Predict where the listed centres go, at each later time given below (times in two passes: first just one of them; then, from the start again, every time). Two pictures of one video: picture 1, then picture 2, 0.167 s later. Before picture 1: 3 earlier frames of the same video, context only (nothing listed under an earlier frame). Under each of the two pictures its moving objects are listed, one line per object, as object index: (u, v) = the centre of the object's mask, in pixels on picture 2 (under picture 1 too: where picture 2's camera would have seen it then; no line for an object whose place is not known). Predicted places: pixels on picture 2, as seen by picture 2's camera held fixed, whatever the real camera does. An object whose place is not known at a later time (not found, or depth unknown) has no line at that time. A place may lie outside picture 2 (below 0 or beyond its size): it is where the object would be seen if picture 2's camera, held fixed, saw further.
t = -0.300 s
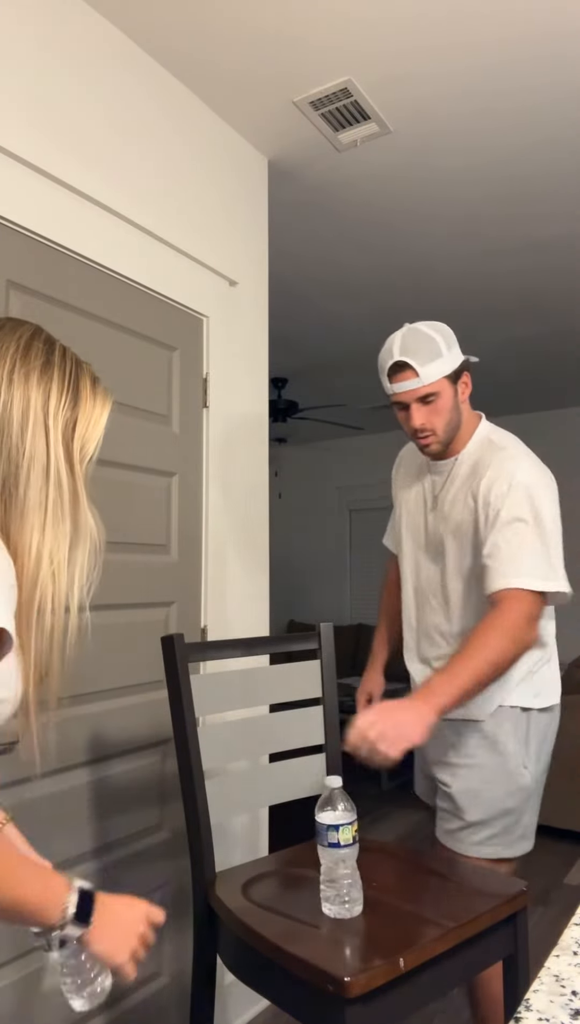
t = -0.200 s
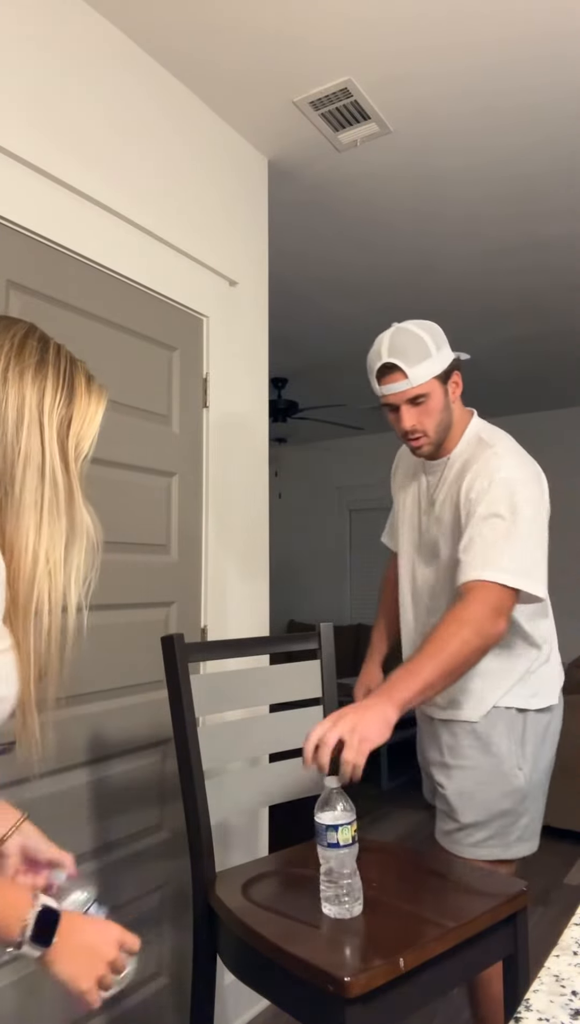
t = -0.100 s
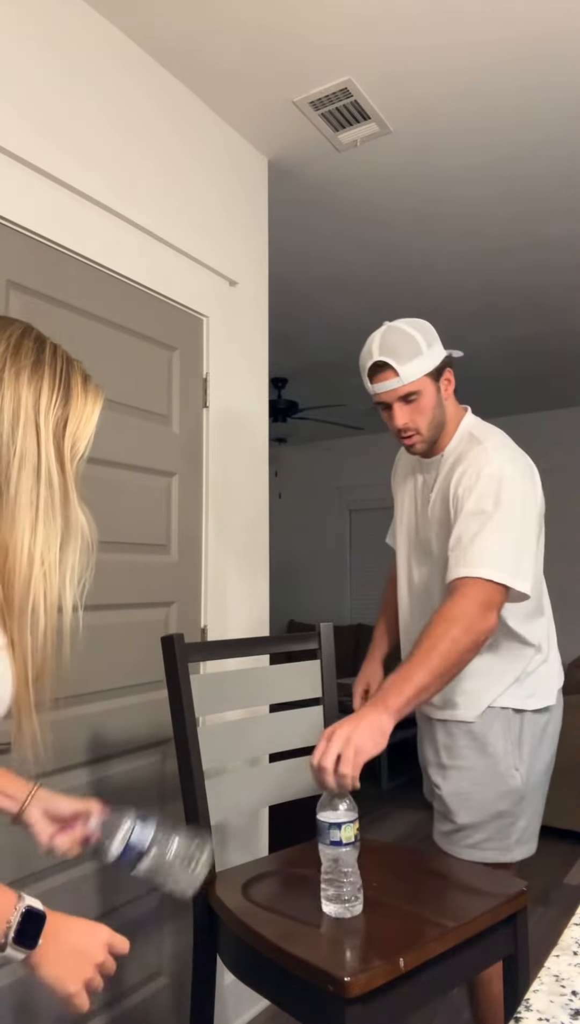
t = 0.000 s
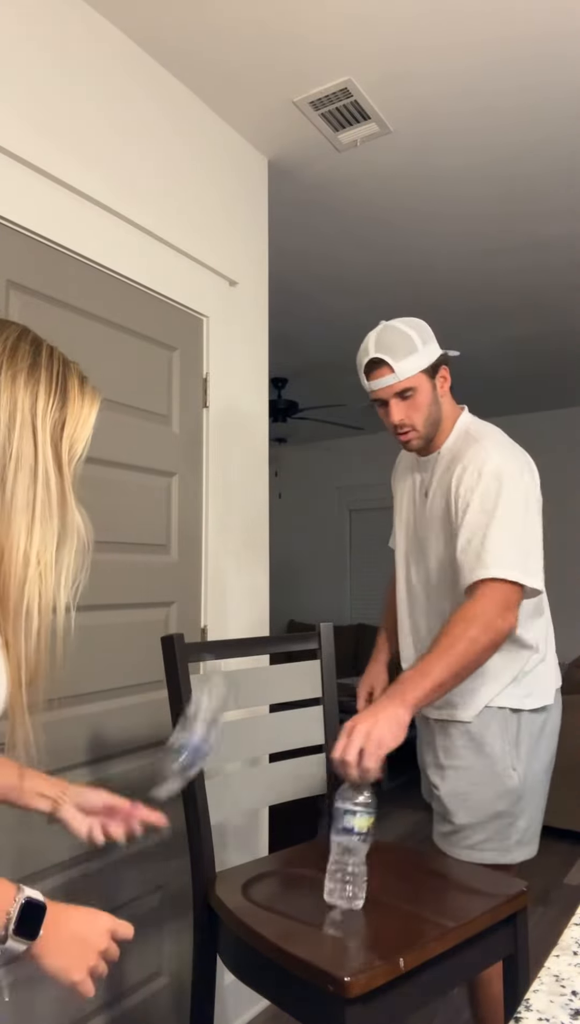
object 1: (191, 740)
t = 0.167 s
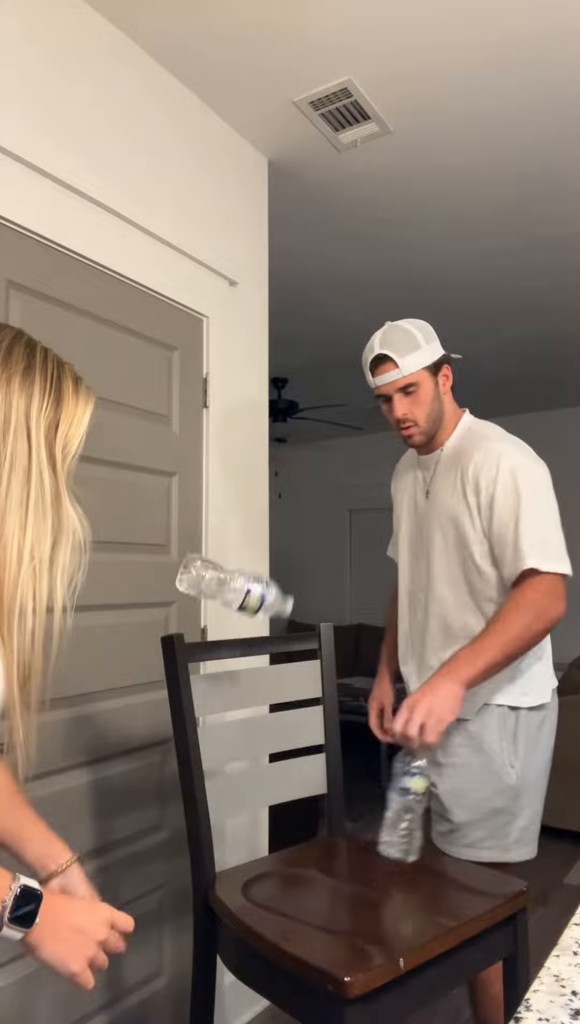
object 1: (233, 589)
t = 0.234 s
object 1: (233, 584)
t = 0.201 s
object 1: (233, 583)
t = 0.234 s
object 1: (233, 584)
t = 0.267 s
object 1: (232, 594)
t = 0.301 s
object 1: (231, 610)
